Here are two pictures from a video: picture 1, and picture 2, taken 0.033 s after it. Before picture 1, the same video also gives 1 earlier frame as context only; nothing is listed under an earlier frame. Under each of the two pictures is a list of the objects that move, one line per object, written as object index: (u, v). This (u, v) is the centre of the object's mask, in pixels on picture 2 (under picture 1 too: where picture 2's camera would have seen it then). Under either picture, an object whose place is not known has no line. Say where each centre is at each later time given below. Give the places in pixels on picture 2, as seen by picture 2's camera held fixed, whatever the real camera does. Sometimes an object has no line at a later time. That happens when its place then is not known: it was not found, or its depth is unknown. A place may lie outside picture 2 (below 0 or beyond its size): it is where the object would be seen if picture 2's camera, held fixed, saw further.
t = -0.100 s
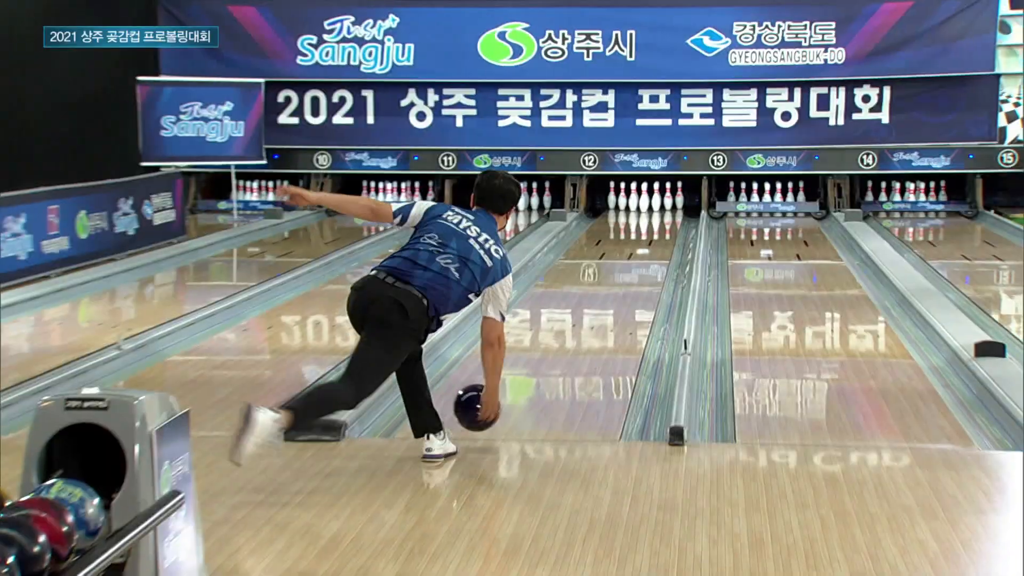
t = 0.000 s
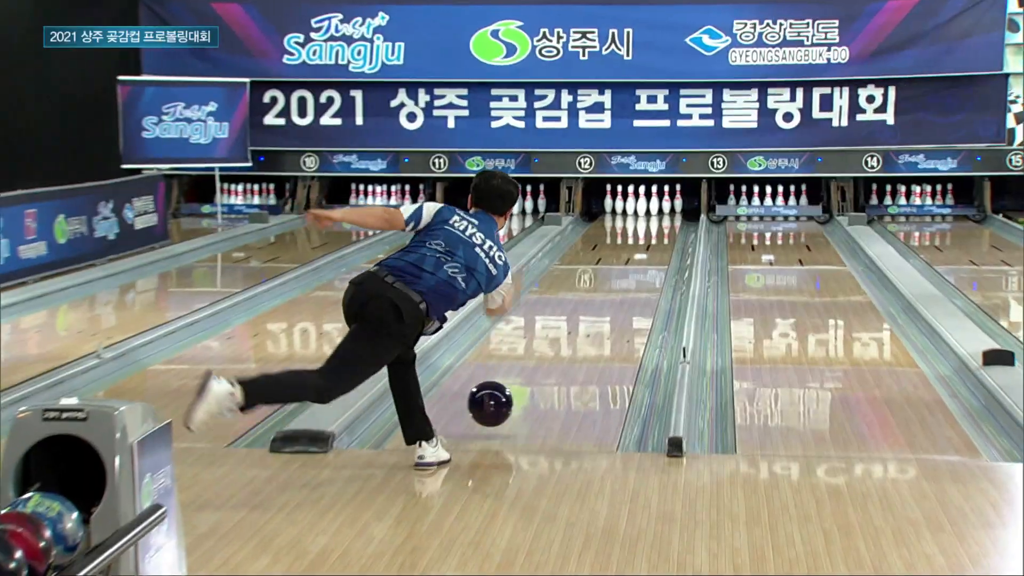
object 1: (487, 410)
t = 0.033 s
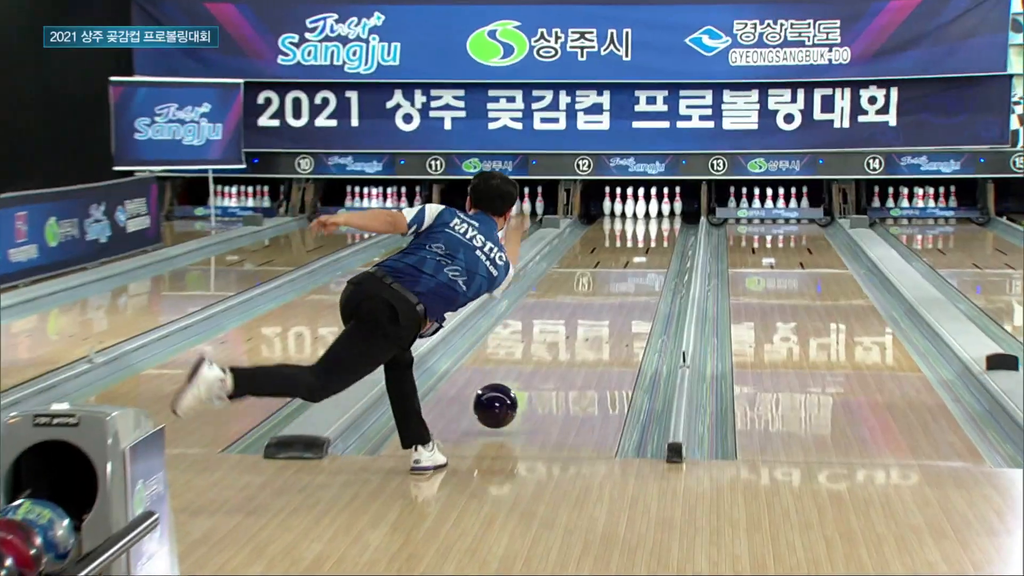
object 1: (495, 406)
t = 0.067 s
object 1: (503, 403)
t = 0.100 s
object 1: (510, 395)
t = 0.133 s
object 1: (517, 387)
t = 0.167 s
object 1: (523, 380)
